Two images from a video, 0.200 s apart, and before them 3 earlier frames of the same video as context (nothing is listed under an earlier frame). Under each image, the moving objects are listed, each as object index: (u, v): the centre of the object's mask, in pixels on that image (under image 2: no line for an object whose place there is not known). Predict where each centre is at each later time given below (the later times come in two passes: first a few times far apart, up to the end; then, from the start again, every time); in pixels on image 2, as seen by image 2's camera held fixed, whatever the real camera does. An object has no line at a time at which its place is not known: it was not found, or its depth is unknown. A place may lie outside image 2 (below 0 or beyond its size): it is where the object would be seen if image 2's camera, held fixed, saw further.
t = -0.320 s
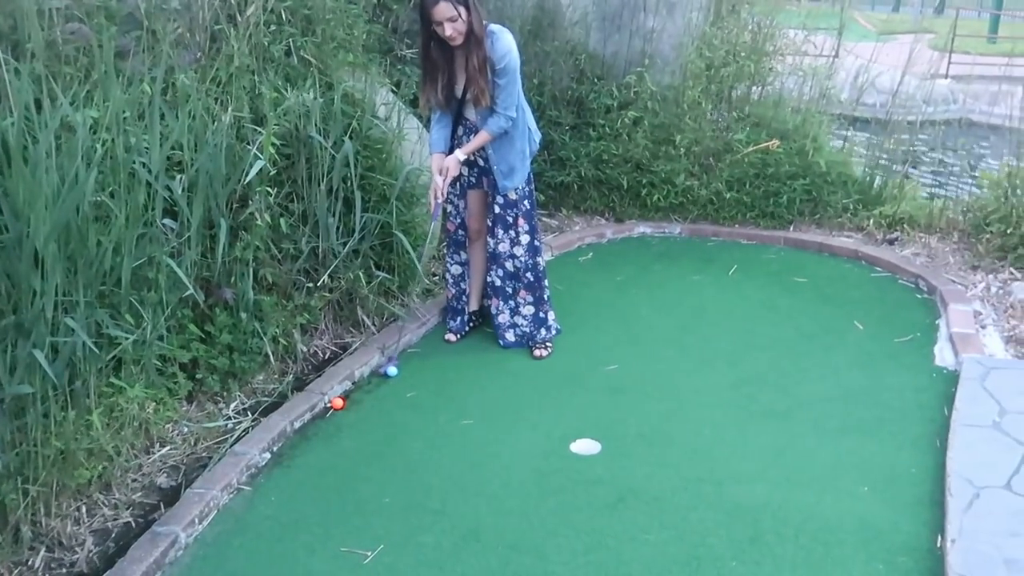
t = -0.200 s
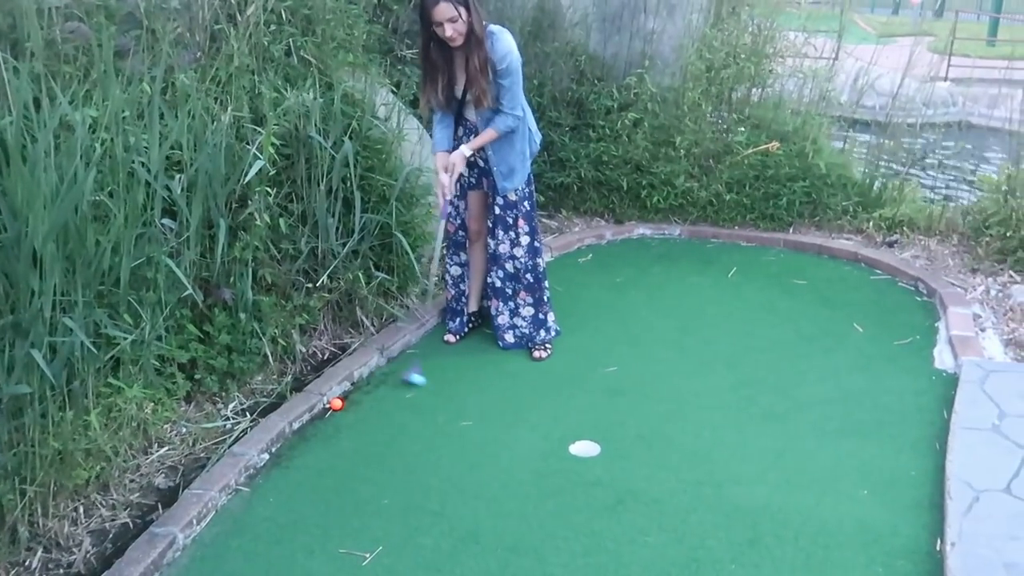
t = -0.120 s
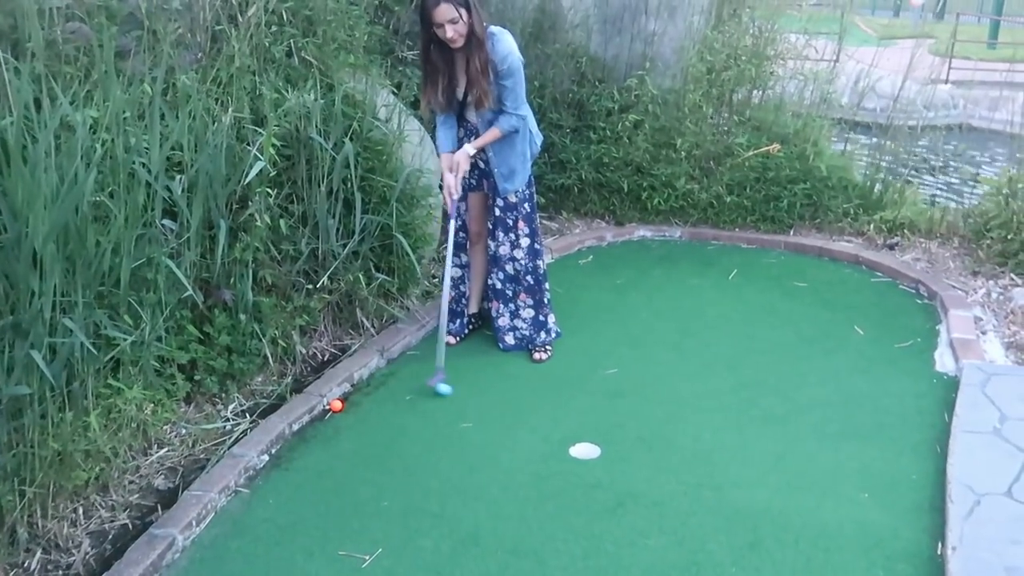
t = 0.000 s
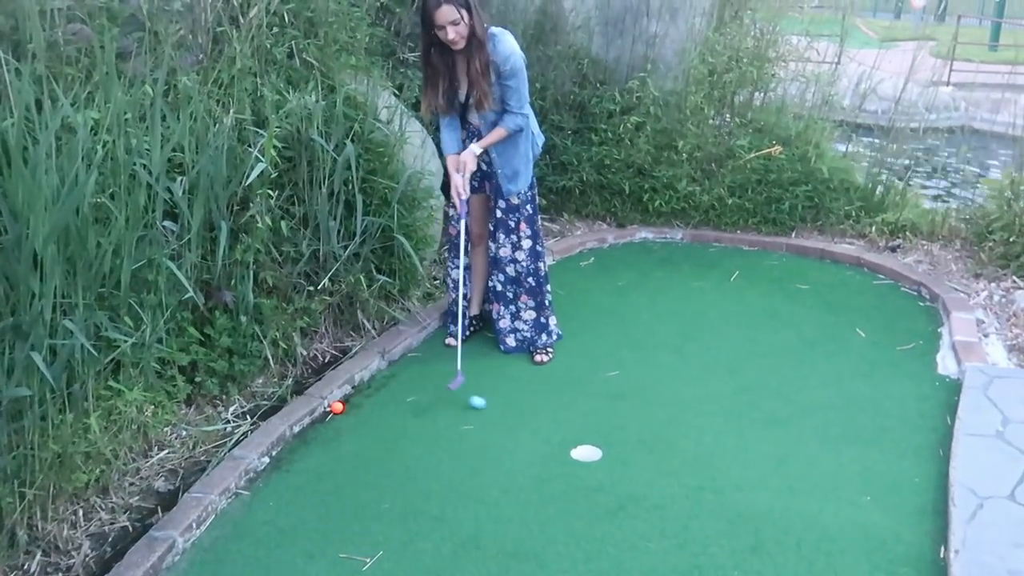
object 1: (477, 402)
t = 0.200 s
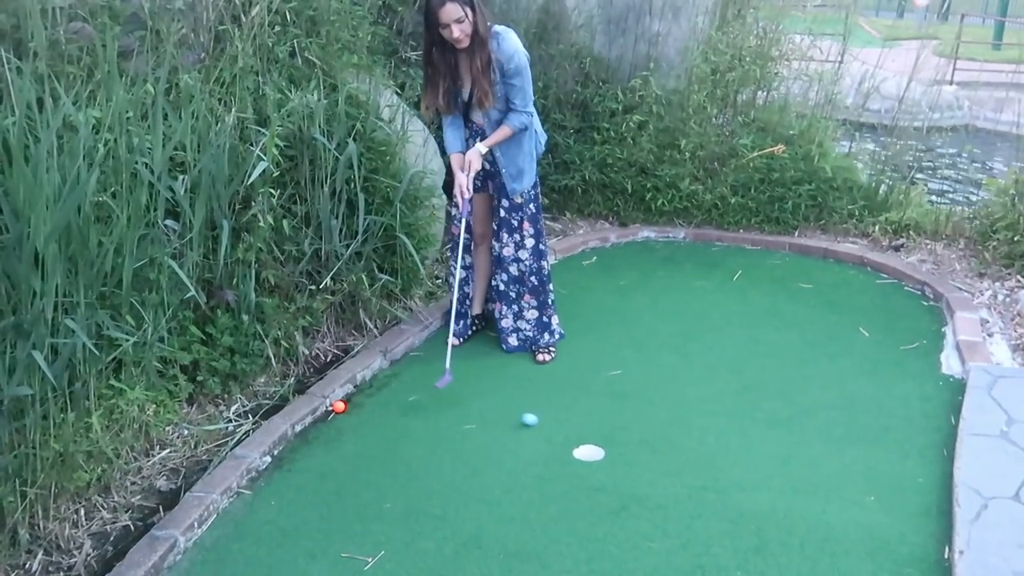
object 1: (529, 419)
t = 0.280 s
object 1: (549, 427)
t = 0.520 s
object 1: (598, 452)
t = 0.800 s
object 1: (564, 469)
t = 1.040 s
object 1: (535, 483)
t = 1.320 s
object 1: (498, 494)
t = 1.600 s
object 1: (463, 503)
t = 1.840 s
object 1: (433, 508)
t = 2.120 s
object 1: (398, 514)
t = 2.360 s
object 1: (368, 520)
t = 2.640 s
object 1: (332, 525)
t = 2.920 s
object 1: (299, 527)
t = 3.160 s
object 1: (273, 530)
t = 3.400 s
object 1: (252, 532)
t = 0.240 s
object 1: (539, 423)
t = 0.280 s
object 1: (549, 427)
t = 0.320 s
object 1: (559, 430)
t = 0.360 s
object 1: (569, 433)
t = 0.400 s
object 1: (579, 436)
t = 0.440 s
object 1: (588, 439)
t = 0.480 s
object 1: (596, 446)
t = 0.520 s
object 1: (598, 452)
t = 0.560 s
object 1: (595, 453)
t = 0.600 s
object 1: (588, 455)
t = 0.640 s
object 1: (581, 460)
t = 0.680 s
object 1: (577, 462)
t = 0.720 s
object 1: (573, 464)
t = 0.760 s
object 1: (569, 466)
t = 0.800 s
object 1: (564, 469)
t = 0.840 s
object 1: (559, 471)
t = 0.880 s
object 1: (555, 474)
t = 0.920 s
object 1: (550, 476)
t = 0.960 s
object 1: (545, 479)
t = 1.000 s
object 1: (540, 481)
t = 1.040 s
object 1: (535, 483)
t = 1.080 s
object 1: (530, 485)
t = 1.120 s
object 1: (525, 487)
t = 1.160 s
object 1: (520, 488)
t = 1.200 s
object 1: (515, 491)
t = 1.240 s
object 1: (509, 492)
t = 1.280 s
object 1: (504, 493)
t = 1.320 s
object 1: (498, 494)
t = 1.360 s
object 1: (493, 496)
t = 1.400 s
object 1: (488, 497)
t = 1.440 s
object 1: (483, 499)
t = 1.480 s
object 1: (478, 500)
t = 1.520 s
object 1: (473, 501)
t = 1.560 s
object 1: (468, 502)
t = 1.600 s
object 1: (463, 503)
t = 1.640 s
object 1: (458, 504)
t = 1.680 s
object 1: (453, 505)
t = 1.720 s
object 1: (448, 506)
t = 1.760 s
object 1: (443, 507)
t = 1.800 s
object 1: (438, 508)
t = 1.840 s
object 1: (433, 508)
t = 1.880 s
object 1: (428, 509)
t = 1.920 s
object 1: (422, 510)
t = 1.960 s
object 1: (418, 511)
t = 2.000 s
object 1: (413, 511)
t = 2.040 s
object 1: (408, 512)
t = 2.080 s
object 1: (403, 513)
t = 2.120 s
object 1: (398, 514)
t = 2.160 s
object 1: (393, 515)
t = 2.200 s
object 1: (388, 516)
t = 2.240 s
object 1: (383, 517)
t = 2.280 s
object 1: (378, 518)
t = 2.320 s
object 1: (373, 519)
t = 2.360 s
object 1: (368, 520)
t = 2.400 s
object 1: (362, 521)
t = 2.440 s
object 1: (357, 522)
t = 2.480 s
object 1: (352, 523)
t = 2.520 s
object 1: (347, 524)
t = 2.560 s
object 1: (343, 524)
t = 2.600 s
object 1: (337, 525)
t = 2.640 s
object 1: (332, 525)
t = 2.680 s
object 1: (327, 526)
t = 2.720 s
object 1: (322, 526)
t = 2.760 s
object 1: (317, 527)
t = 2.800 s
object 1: (313, 527)
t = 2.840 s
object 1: (308, 527)
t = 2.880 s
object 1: (303, 527)
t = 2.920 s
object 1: (299, 527)
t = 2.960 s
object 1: (294, 528)
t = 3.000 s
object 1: (290, 528)
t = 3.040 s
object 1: (285, 528)
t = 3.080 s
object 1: (281, 529)
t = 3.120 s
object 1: (277, 529)
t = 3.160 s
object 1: (273, 530)
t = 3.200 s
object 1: (269, 530)
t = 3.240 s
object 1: (265, 531)
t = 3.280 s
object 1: (262, 531)
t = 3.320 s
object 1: (258, 532)
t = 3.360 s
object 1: (255, 532)
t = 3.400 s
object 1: (252, 532)
